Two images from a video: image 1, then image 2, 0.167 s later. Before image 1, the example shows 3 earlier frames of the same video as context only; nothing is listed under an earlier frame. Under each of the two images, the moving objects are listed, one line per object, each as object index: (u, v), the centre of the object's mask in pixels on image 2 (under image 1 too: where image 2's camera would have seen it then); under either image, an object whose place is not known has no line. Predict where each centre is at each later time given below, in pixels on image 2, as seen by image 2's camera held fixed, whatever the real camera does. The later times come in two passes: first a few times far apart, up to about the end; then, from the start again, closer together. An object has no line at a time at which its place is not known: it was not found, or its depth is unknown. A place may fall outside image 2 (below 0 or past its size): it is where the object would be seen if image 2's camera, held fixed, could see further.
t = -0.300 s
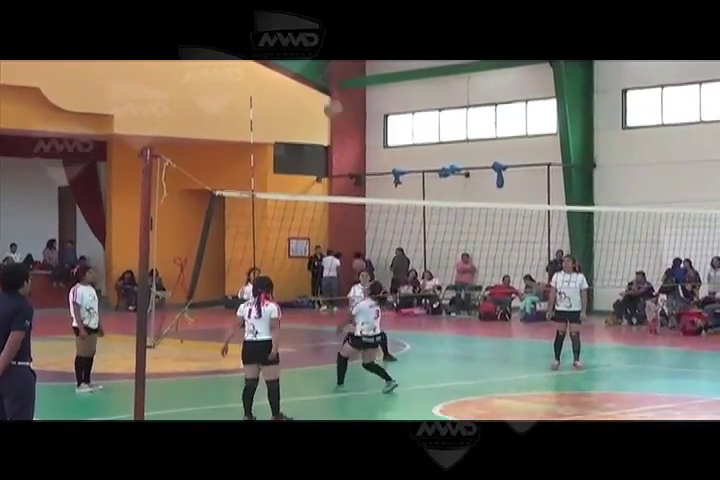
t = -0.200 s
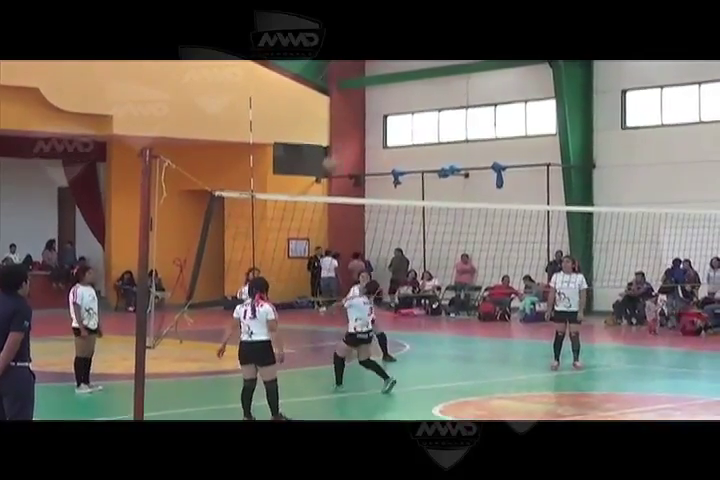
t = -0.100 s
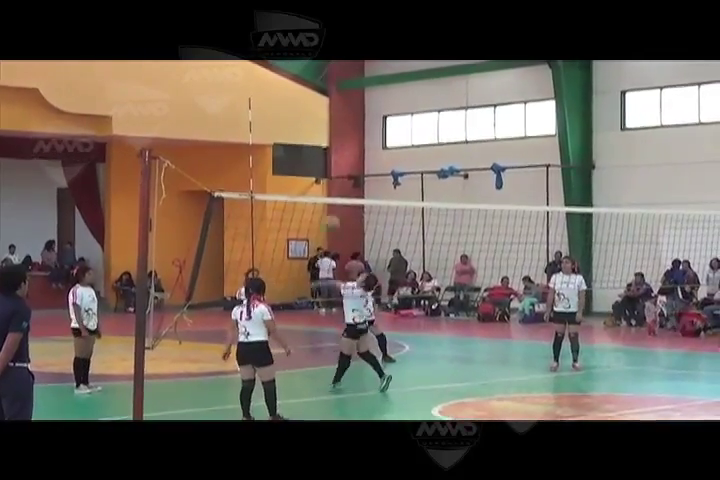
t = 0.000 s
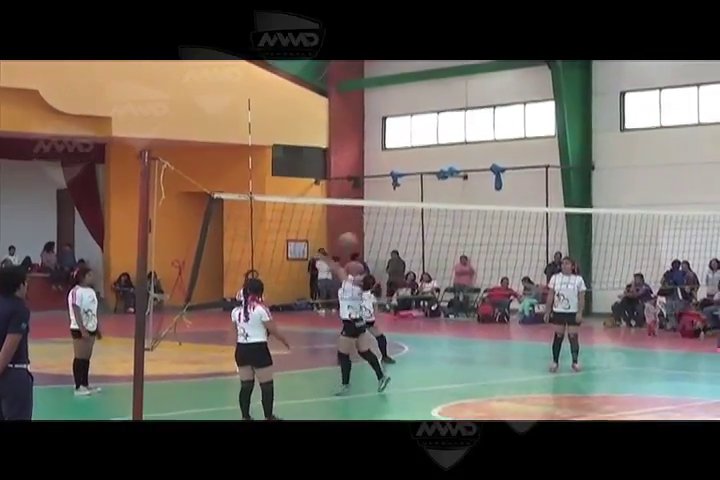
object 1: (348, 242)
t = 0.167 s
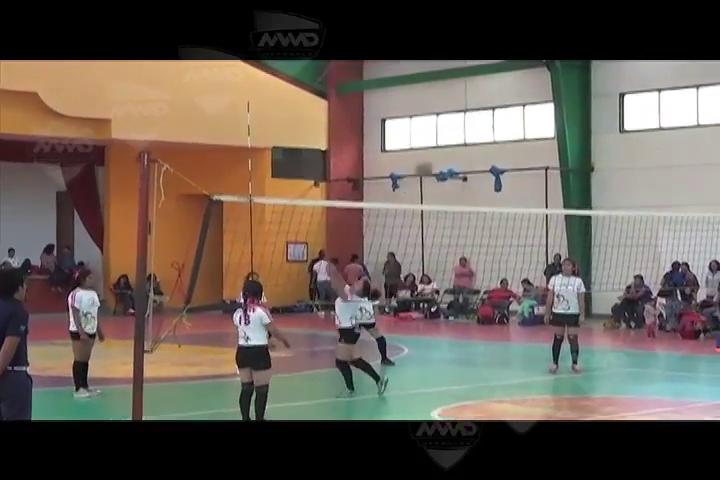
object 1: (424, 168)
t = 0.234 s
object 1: (454, 145)
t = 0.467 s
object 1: (570, 88)
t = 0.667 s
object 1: (681, 80)
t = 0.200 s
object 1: (439, 156)
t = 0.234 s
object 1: (454, 145)
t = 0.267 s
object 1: (470, 134)
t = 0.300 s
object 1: (486, 124)
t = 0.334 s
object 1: (501, 115)
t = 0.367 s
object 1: (519, 108)
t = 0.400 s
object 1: (534, 101)
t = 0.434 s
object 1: (552, 94)
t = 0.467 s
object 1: (570, 88)
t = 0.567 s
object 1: (624, 81)
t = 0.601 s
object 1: (642, 79)
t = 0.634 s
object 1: (662, 79)
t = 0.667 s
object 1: (681, 80)
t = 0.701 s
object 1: (701, 82)
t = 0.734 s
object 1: (719, 85)
